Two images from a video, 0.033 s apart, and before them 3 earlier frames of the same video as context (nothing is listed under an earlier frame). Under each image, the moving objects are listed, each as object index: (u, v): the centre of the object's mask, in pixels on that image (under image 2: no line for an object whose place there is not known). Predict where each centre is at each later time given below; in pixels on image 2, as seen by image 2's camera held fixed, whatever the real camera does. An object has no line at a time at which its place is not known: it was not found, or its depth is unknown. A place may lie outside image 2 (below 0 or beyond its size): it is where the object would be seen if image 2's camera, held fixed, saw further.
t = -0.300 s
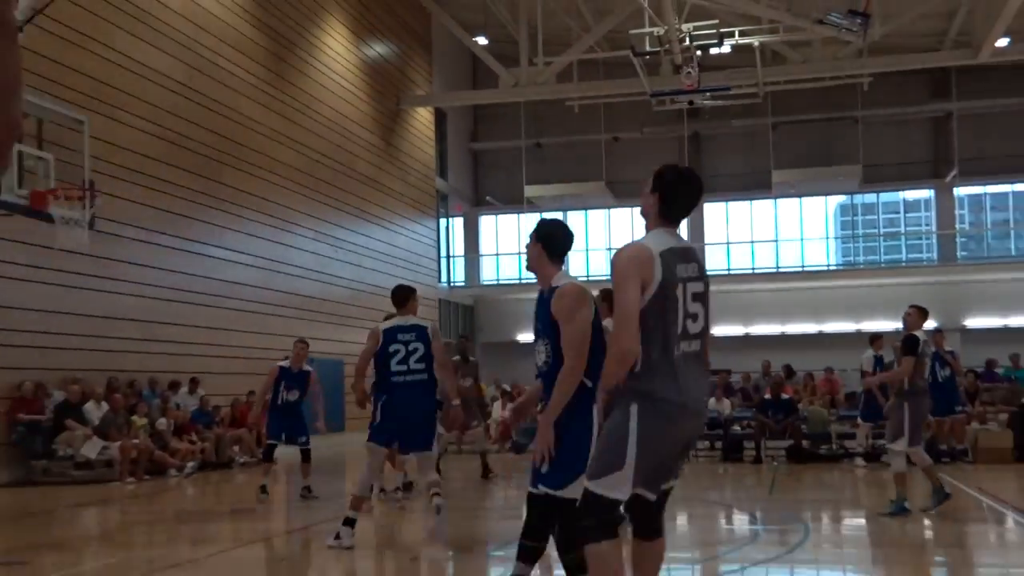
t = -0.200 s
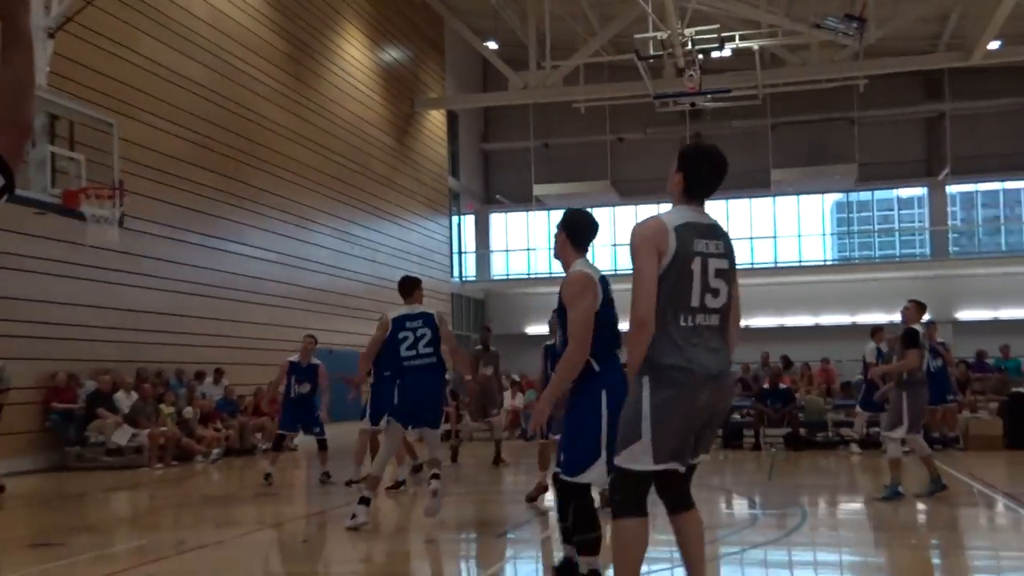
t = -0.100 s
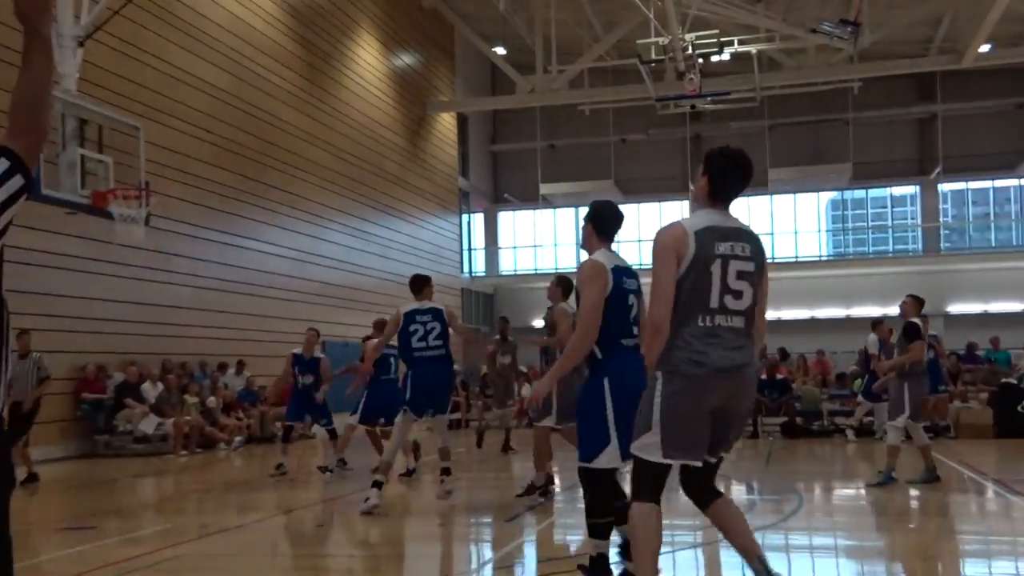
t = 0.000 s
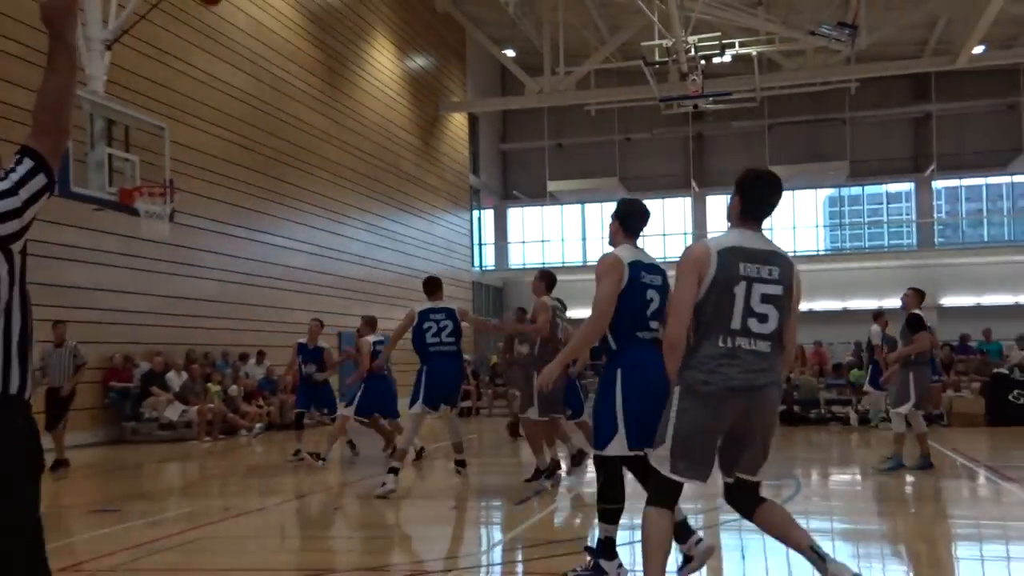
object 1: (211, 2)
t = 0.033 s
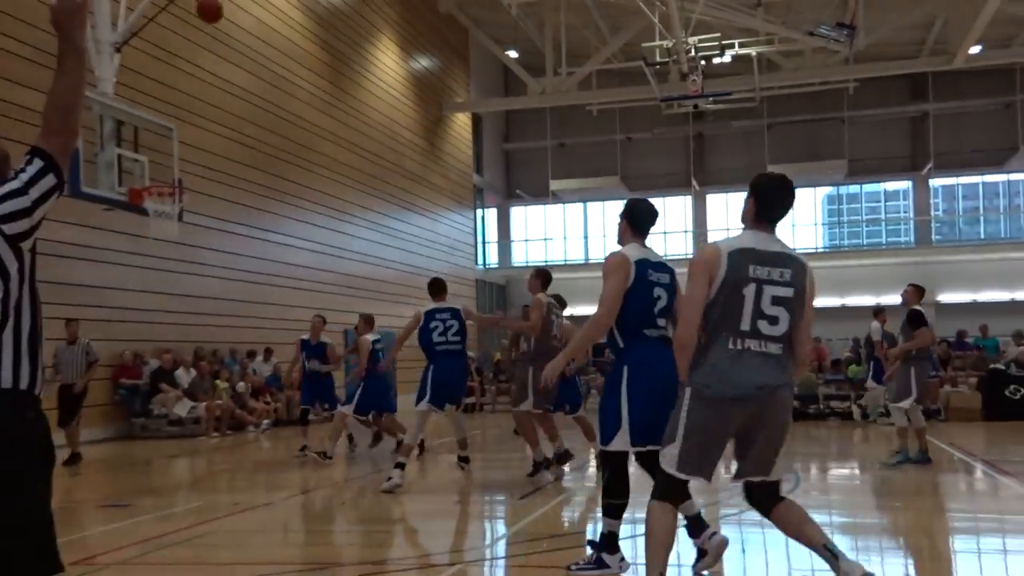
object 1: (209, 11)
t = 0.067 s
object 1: (201, 25)
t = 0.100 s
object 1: (191, 41)
